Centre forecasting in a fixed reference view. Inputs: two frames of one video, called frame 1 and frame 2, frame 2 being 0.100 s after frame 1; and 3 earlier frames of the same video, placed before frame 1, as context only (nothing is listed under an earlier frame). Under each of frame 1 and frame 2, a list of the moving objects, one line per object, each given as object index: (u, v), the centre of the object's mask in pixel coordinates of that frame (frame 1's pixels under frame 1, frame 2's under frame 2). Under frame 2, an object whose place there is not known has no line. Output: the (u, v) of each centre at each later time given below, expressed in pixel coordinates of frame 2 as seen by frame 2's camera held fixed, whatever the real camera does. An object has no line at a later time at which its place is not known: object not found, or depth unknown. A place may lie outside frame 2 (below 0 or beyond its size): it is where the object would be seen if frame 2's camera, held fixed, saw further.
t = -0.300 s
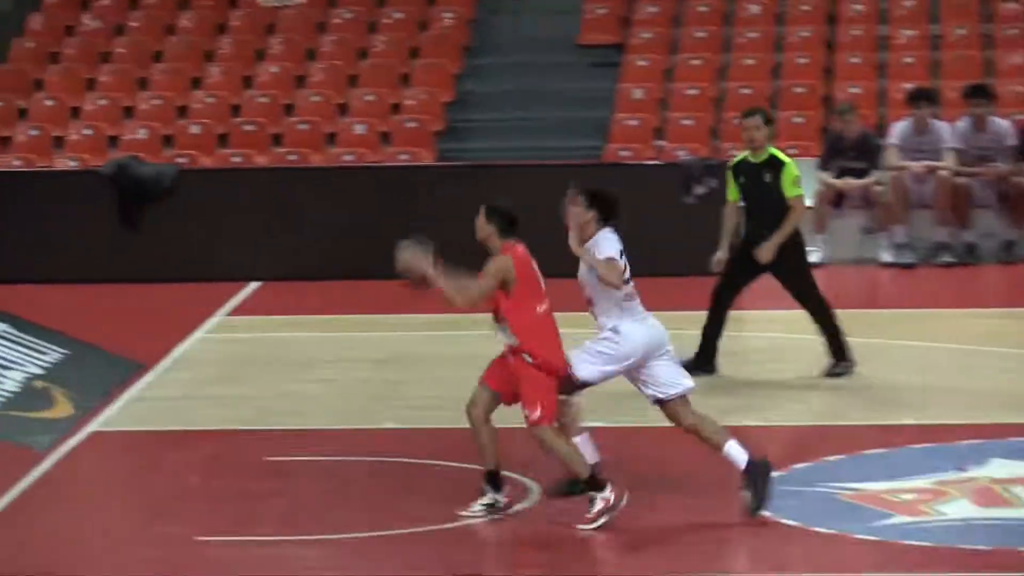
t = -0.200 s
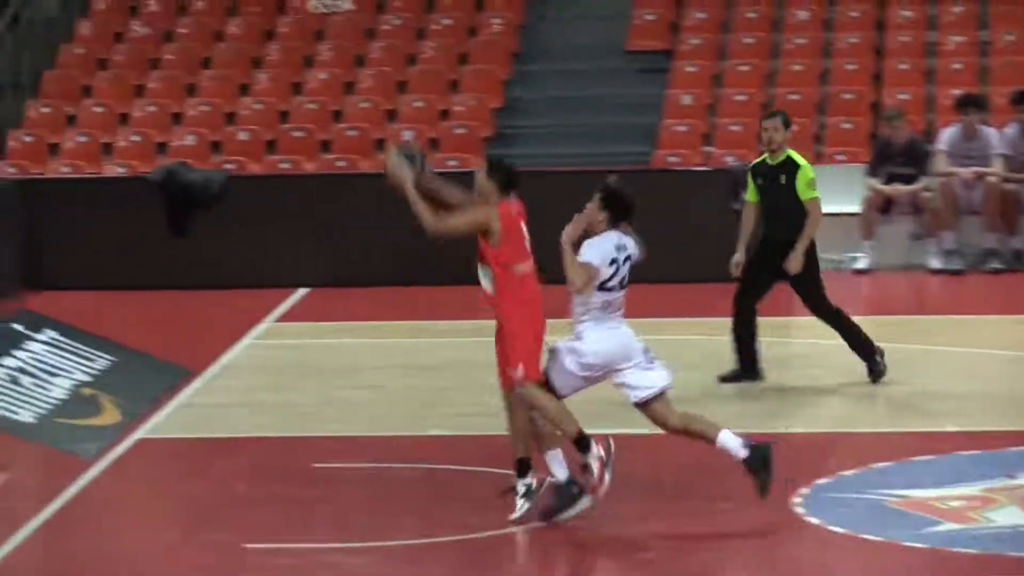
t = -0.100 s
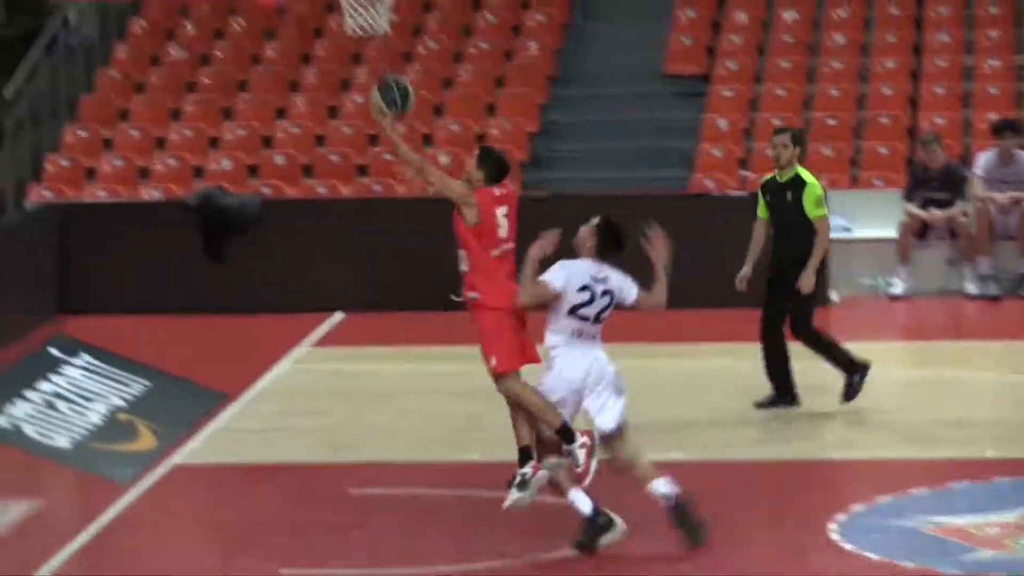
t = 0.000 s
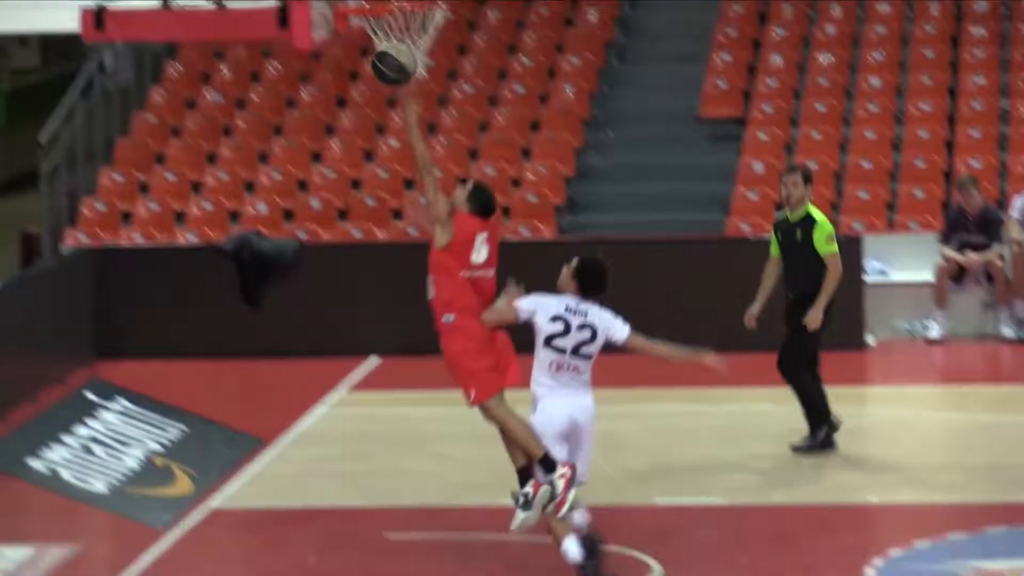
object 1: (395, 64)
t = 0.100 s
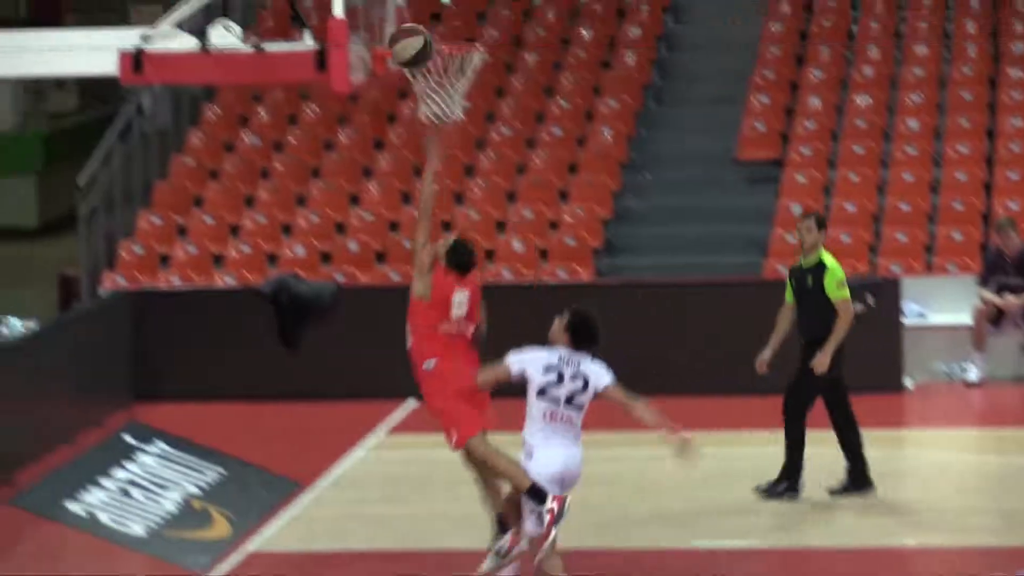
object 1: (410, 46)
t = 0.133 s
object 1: (401, 27)
